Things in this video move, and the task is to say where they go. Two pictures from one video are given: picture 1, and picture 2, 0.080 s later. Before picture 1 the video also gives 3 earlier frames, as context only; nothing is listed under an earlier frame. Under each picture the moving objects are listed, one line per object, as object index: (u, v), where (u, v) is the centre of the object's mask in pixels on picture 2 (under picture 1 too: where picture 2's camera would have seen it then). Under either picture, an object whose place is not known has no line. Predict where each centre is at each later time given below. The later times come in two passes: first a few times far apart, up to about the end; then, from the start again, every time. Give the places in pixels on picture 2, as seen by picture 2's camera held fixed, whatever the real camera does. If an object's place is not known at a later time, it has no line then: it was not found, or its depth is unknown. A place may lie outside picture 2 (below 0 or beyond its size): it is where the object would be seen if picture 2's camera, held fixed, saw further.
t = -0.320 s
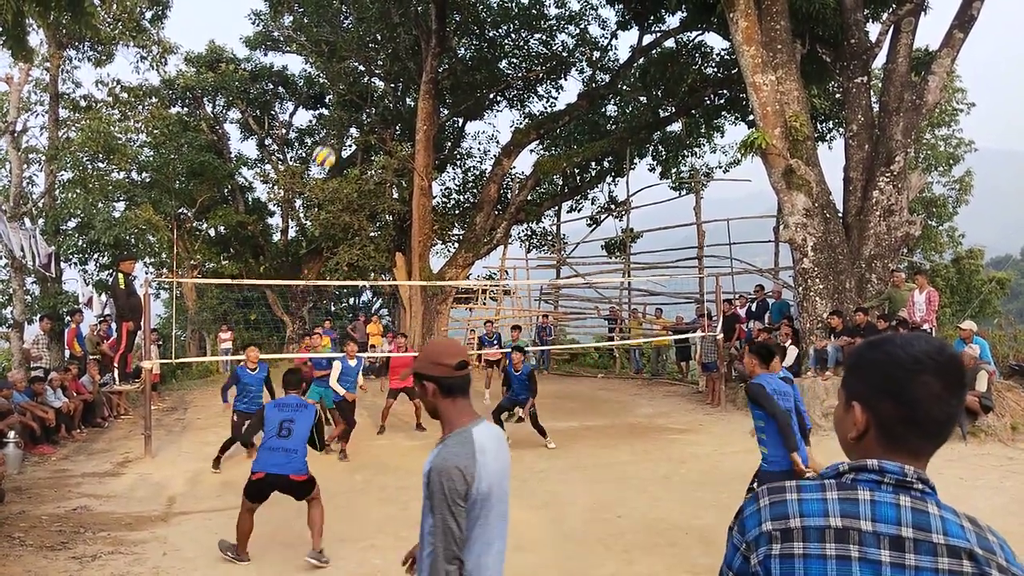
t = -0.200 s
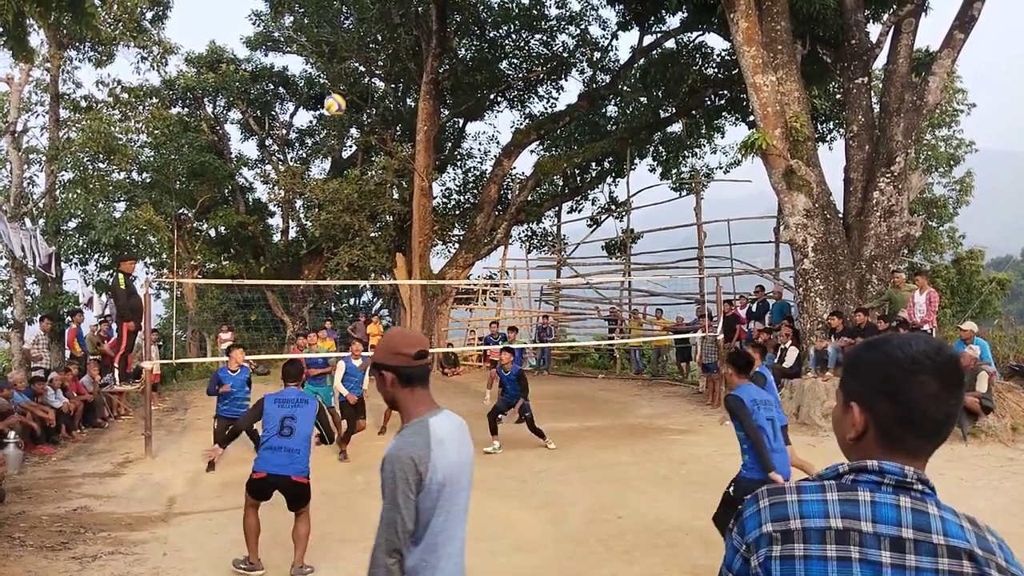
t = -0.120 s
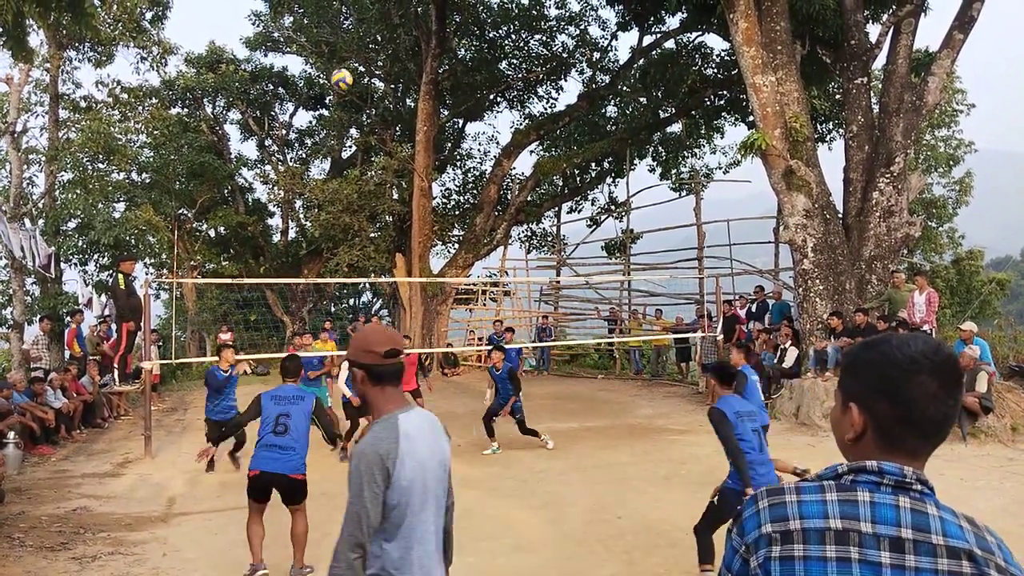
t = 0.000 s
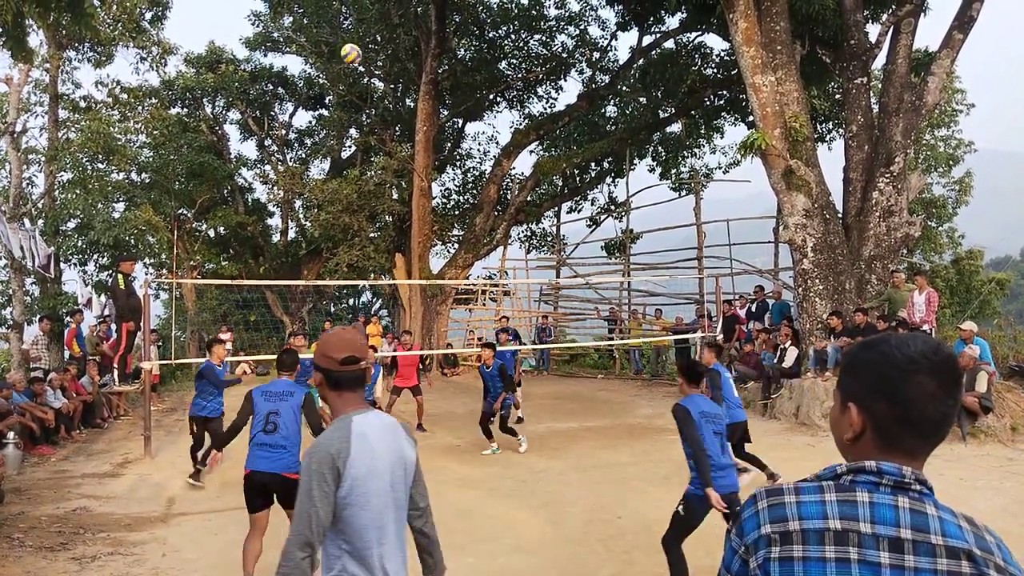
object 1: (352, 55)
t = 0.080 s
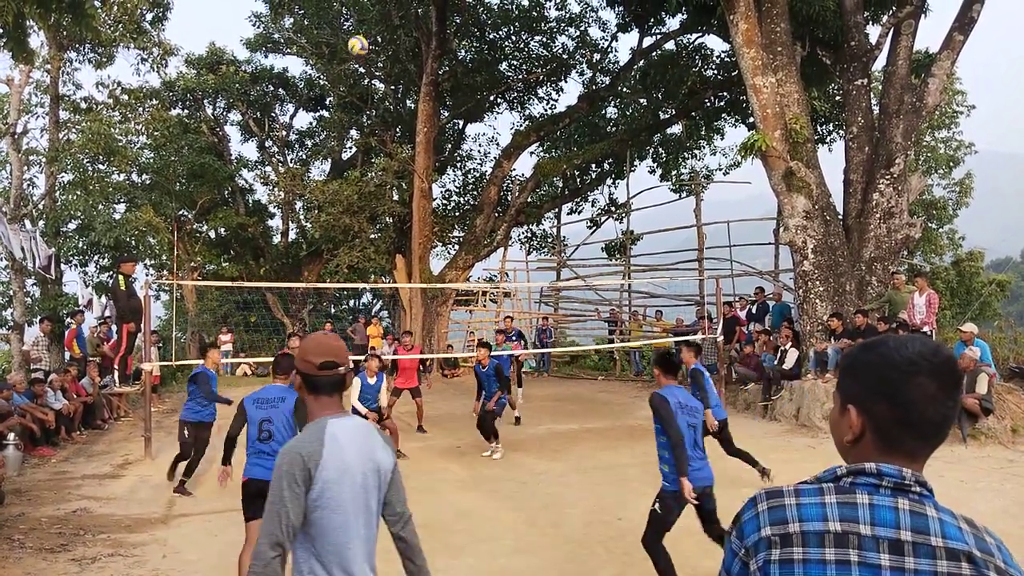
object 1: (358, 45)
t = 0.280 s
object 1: (374, 49)
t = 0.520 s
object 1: (392, 97)
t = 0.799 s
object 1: (413, 205)
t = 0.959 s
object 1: (425, 288)
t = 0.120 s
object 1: (361, 43)
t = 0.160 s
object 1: (365, 43)
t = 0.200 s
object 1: (368, 42)
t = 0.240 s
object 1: (371, 45)
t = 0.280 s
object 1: (374, 49)
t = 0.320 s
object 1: (376, 52)
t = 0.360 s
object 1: (380, 60)
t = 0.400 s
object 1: (383, 66)
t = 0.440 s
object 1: (388, 75)
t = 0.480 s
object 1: (390, 85)
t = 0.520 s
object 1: (392, 97)
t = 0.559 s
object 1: (395, 108)
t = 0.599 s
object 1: (398, 122)
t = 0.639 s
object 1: (401, 136)
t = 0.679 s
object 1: (404, 152)
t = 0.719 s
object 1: (407, 168)
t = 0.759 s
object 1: (410, 186)
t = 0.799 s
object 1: (413, 205)
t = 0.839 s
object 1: (415, 224)
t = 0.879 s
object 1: (418, 244)
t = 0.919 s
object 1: (420, 266)
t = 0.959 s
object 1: (425, 288)
